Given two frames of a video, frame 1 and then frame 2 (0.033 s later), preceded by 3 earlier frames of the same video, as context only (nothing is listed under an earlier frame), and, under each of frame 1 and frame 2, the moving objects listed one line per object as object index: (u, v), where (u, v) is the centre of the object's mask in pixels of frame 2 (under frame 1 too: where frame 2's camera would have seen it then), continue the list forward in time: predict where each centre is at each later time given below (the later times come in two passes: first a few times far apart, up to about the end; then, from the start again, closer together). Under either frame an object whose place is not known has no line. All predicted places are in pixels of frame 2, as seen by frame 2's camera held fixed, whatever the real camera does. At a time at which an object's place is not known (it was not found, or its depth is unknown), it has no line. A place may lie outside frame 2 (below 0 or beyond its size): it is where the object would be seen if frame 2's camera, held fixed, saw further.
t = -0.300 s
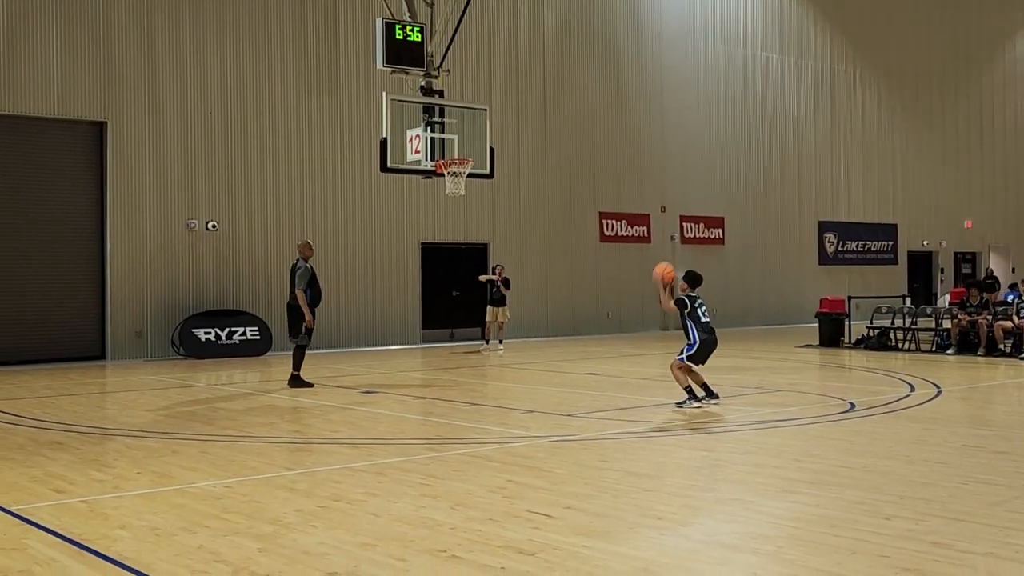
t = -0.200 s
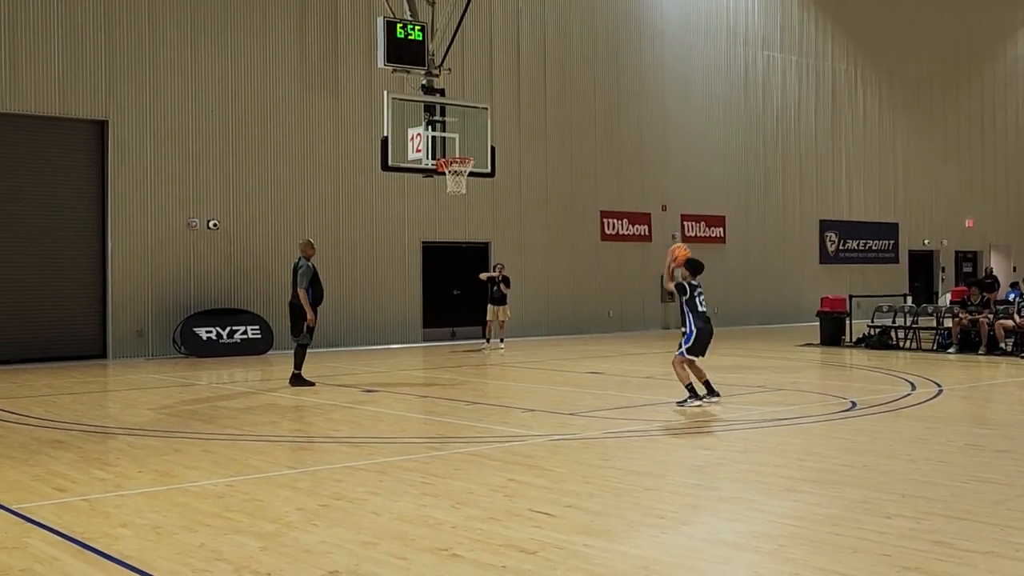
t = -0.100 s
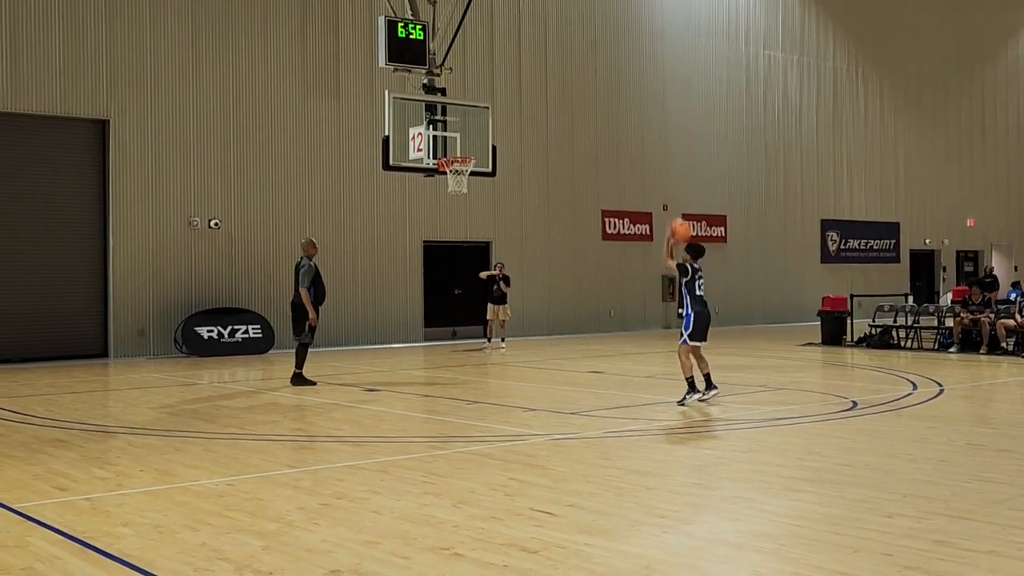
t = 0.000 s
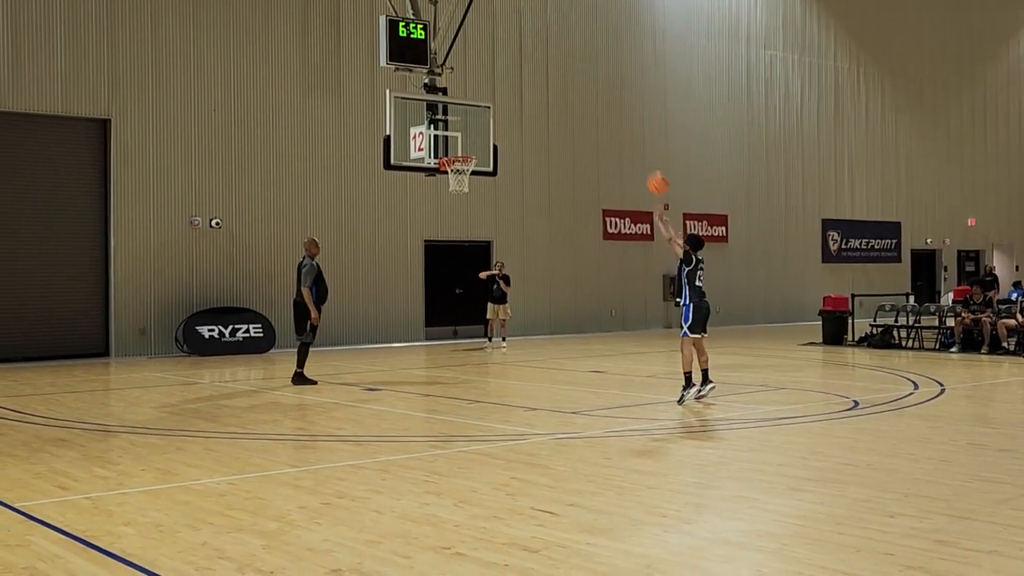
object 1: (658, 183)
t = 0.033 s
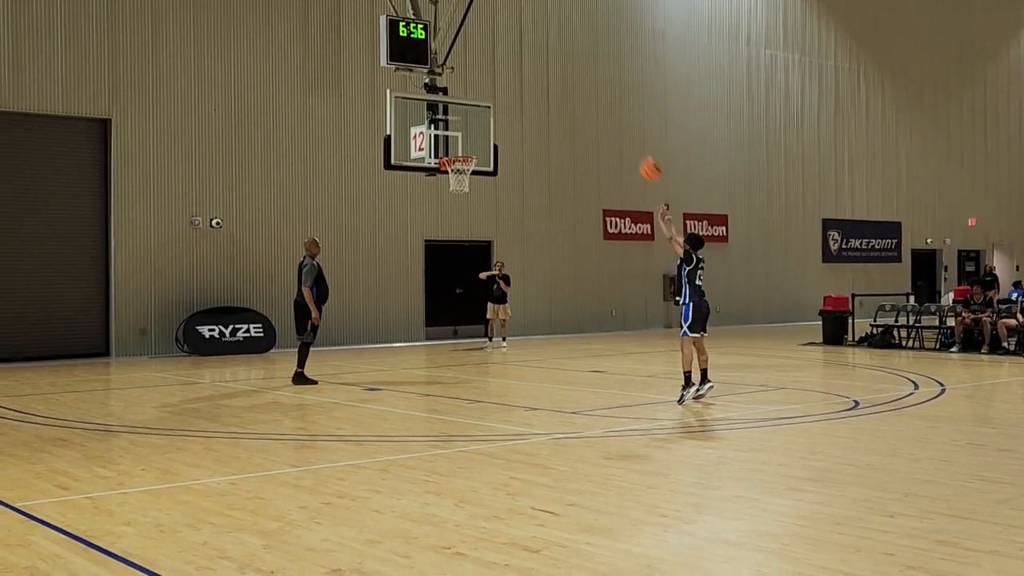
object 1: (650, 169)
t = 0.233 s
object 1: (602, 105)
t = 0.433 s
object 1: (559, 78)
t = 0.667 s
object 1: (515, 85)
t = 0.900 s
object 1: (474, 129)
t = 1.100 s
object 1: (450, 177)
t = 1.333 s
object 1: (446, 206)
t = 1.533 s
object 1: (443, 260)
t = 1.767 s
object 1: (438, 355)
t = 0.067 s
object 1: (642, 155)
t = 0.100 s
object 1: (633, 143)
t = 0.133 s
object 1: (625, 132)
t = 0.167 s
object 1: (618, 122)
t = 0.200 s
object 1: (609, 112)
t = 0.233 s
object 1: (602, 105)
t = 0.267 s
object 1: (595, 98)
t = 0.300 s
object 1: (588, 92)
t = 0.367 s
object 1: (574, 83)
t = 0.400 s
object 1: (566, 80)
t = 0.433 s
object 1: (559, 78)
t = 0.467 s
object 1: (553, 76)
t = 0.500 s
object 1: (546, 76)
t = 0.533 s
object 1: (539, 76)
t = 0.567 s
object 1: (533, 77)
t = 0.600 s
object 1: (527, 79)
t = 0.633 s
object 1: (520, 82)
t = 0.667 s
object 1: (515, 85)
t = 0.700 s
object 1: (508, 89)
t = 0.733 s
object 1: (502, 95)
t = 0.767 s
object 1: (497, 100)
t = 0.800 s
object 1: (491, 107)
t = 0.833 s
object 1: (486, 114)
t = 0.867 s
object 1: (480, 122)
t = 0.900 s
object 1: (474, 129)
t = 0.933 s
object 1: (469, 139)
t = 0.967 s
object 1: (464, 149)
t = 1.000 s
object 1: (462, 159)
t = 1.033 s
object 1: (457, 169)
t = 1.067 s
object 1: (452, 176)
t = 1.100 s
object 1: (450, 177)
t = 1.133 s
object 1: (450, 178)
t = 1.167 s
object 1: (450, 181)
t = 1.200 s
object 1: (449, 184)
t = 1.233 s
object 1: (448, 188)
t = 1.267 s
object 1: (448, 193)
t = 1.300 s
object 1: (446, 199)
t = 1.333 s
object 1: (446, 206)
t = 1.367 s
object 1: (446, 212)
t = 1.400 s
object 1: (445, 220)
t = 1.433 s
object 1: (445, 229)
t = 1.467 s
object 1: (444, 239)
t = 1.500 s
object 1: (444, 249)
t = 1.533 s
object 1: (443, 260)
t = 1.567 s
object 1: (443, 271)
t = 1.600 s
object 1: (442, 284)
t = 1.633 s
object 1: (442, 296)
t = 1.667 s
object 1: (441, 310)
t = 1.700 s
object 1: (441, 325)
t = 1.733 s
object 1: (440, 339)
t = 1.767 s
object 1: (438, 355)
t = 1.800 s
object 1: (439, 364)
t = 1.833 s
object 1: (441, 352)
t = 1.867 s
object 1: (443, 341)
